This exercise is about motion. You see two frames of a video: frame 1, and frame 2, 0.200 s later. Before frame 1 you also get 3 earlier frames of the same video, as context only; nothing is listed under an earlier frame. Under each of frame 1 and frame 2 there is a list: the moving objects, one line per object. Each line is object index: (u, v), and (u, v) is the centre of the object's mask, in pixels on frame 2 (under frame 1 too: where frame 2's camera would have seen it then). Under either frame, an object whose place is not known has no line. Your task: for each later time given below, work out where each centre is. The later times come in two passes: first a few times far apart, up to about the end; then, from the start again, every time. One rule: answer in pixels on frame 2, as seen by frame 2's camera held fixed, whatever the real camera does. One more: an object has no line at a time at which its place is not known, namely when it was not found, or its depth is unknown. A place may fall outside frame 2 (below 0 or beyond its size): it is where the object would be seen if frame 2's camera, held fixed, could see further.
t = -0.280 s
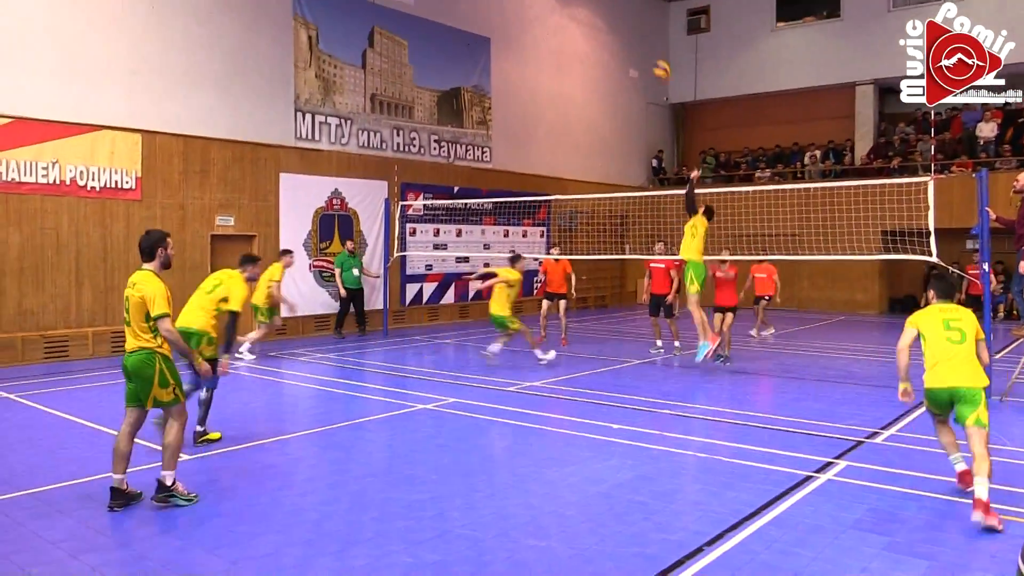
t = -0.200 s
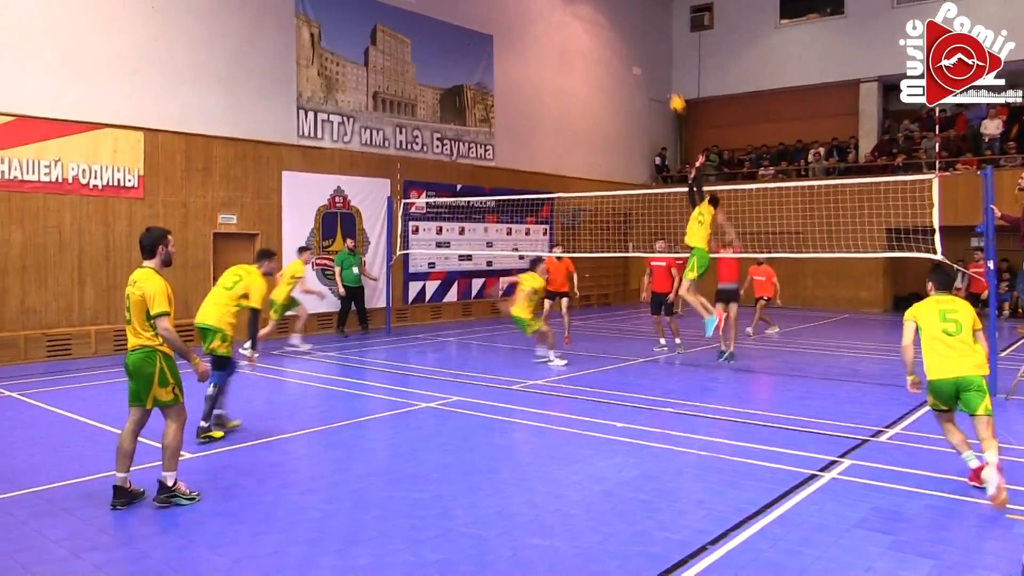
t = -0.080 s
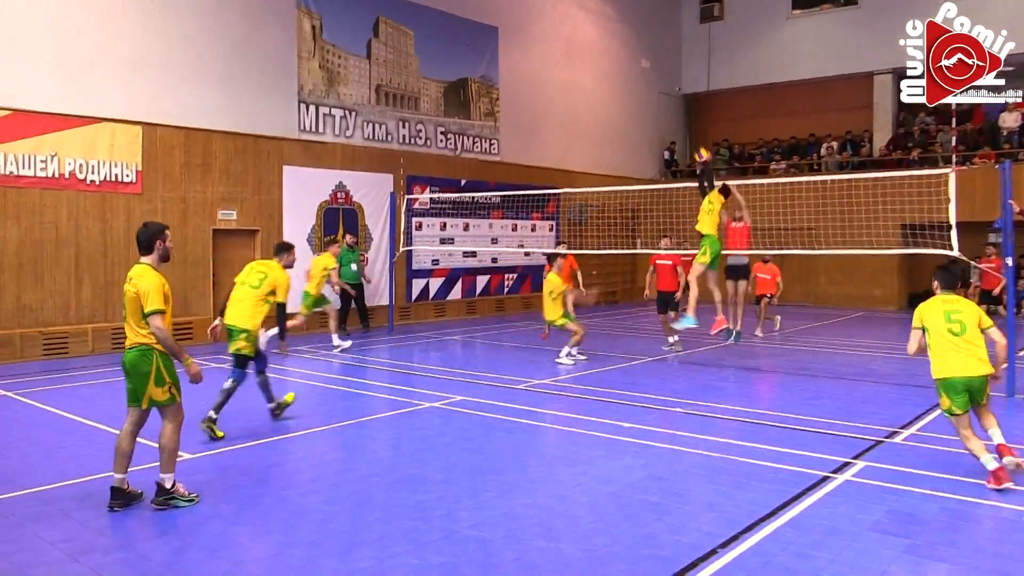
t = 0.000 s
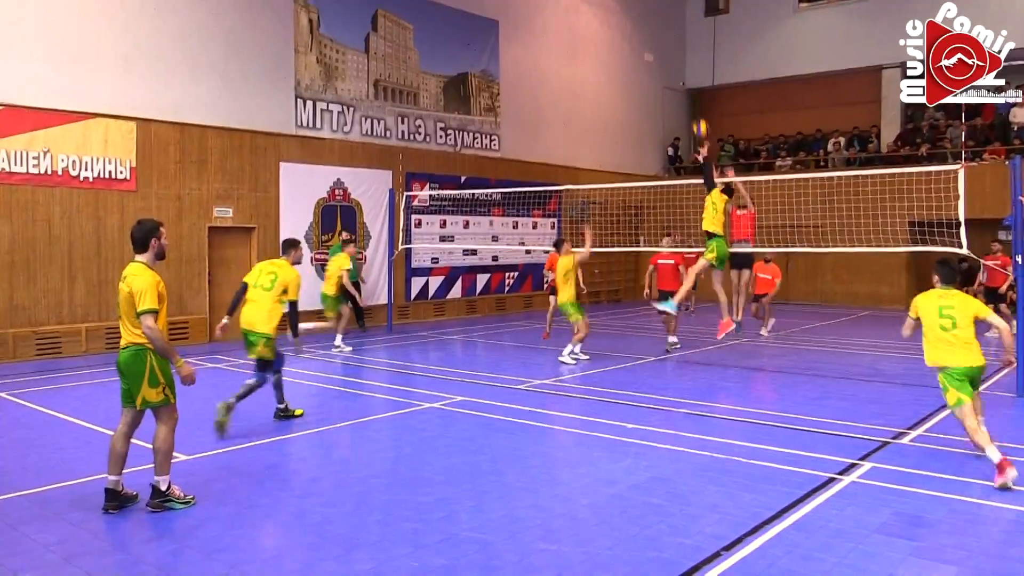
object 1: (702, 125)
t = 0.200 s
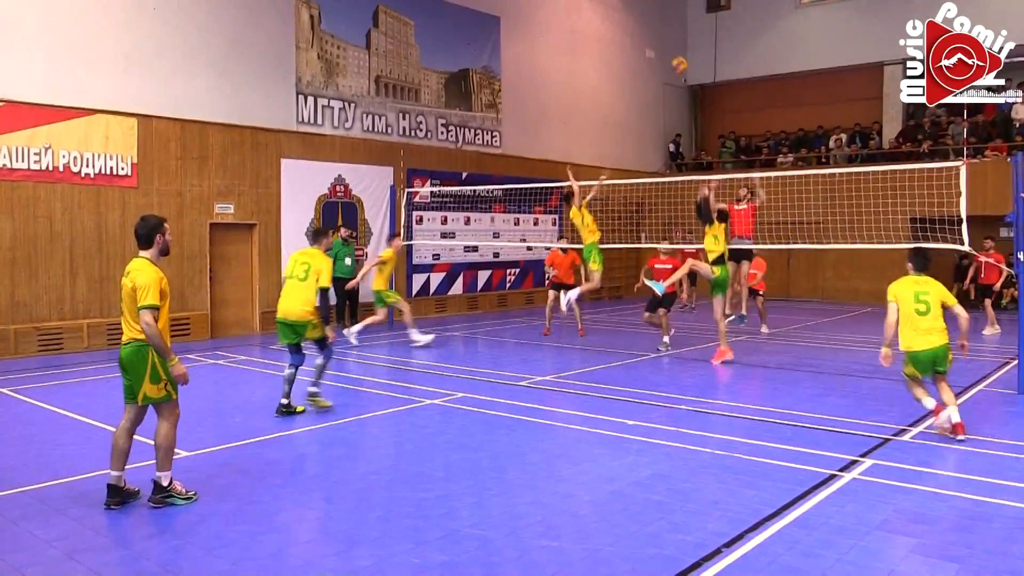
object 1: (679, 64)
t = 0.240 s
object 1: (674, 57)
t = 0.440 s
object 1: (653, 36)
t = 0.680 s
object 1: (627, 50)
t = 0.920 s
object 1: (603, 102)
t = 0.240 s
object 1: (674, 57)
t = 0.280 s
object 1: (670, 50)
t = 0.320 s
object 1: (665, 44)
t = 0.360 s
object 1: (661, 39)
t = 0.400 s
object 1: (657, 37)
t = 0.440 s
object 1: (653, 36)
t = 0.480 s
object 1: (648, 35)
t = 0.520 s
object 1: (644, 36)
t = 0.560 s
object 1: (639, 38)
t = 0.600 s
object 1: (635, 41)
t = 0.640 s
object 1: (631, 45)
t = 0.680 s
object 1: (627, 50)
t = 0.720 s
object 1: (622, 56)
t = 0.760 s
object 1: (618, 62)
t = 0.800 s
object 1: (614, 71)
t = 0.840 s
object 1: (611, 81)
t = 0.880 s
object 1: (606, 91)
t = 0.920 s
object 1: (603, 102)
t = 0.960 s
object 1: (599, 115)
